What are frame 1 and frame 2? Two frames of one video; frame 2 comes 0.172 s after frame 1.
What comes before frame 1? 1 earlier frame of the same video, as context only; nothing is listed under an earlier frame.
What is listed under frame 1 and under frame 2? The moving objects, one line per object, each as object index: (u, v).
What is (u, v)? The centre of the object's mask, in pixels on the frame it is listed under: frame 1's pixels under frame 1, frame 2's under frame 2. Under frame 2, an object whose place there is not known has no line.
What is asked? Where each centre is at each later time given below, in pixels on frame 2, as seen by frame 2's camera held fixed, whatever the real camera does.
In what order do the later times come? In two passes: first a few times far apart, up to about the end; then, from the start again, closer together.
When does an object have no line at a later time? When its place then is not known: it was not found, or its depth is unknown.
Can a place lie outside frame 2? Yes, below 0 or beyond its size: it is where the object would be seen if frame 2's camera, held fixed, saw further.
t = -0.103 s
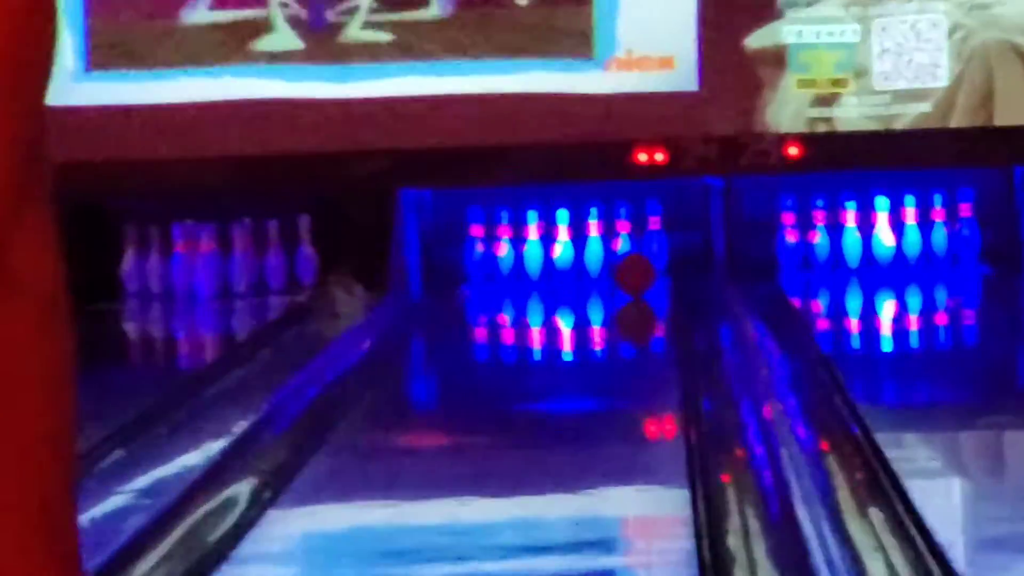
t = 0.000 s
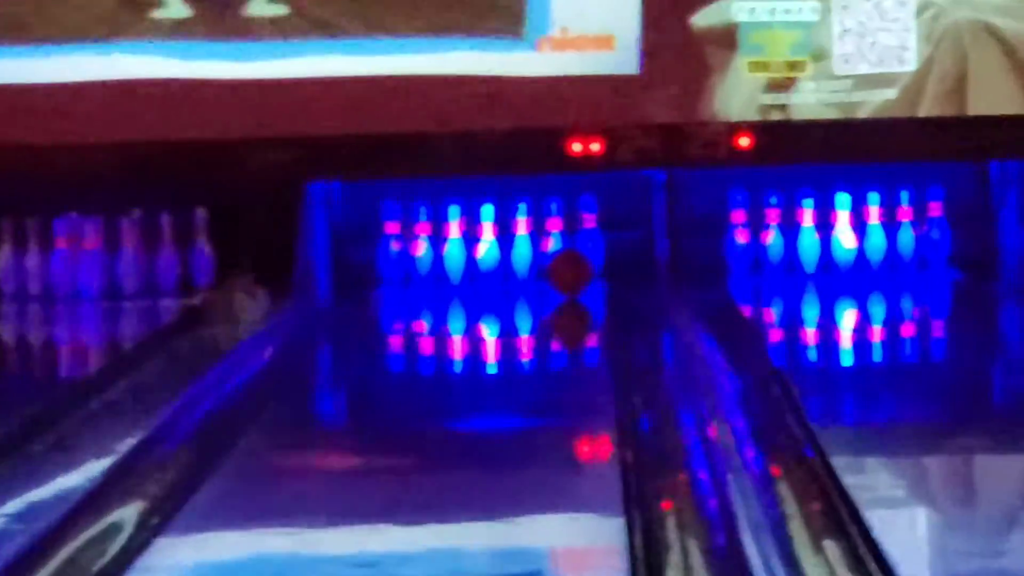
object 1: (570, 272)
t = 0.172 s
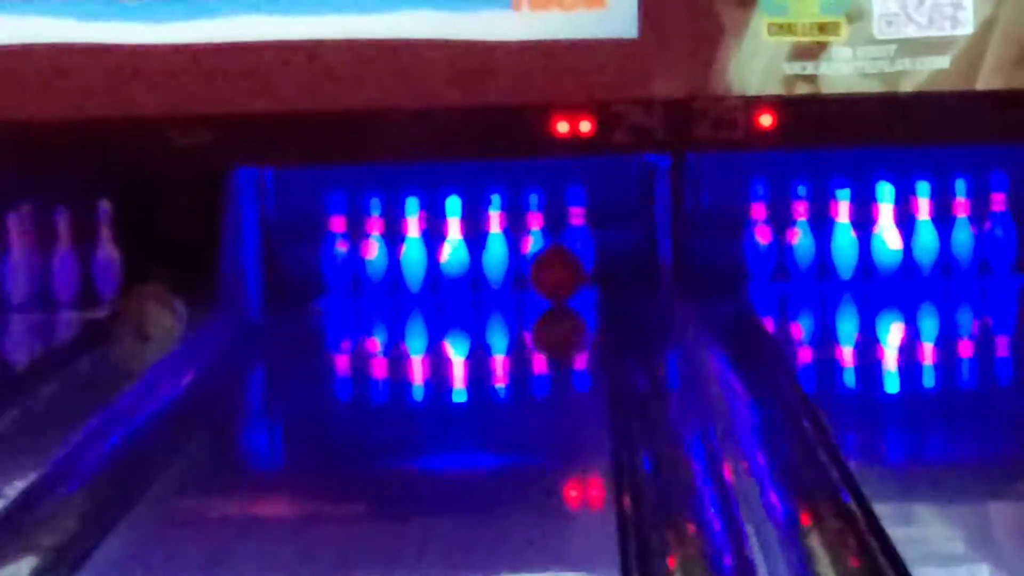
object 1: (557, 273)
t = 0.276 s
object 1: (561, 270)
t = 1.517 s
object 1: (599, 281)
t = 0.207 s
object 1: (559, 273)
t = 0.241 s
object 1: (559, 272)
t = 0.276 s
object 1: (561, 270)
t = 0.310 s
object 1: (561, 271)
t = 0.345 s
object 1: (560, 267)
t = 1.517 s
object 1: (599, 281)
